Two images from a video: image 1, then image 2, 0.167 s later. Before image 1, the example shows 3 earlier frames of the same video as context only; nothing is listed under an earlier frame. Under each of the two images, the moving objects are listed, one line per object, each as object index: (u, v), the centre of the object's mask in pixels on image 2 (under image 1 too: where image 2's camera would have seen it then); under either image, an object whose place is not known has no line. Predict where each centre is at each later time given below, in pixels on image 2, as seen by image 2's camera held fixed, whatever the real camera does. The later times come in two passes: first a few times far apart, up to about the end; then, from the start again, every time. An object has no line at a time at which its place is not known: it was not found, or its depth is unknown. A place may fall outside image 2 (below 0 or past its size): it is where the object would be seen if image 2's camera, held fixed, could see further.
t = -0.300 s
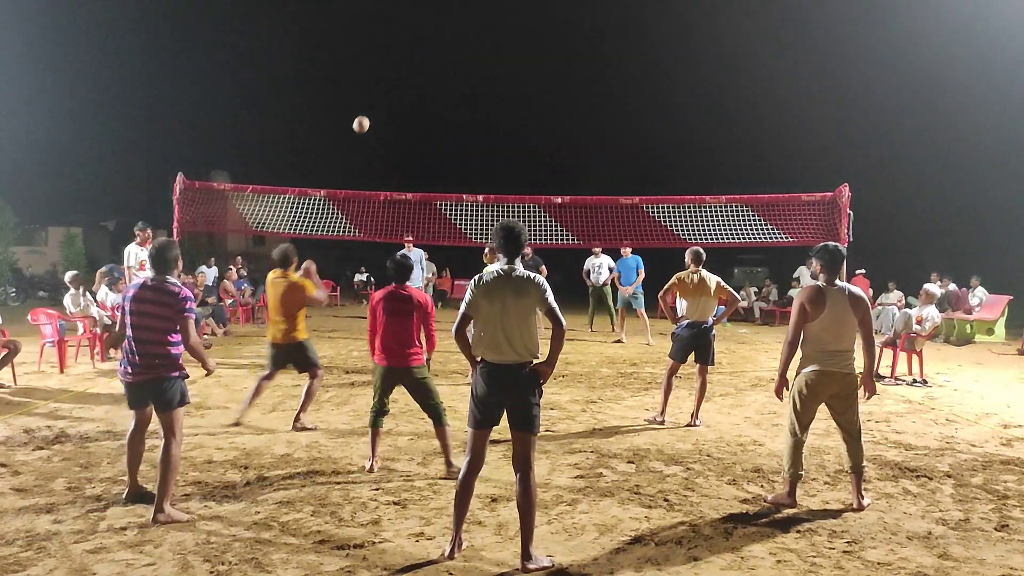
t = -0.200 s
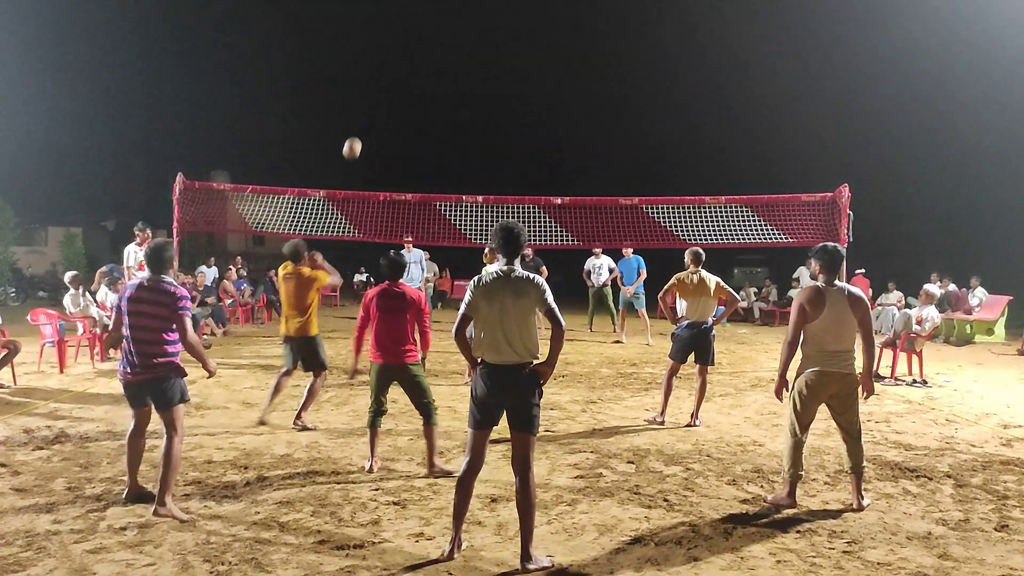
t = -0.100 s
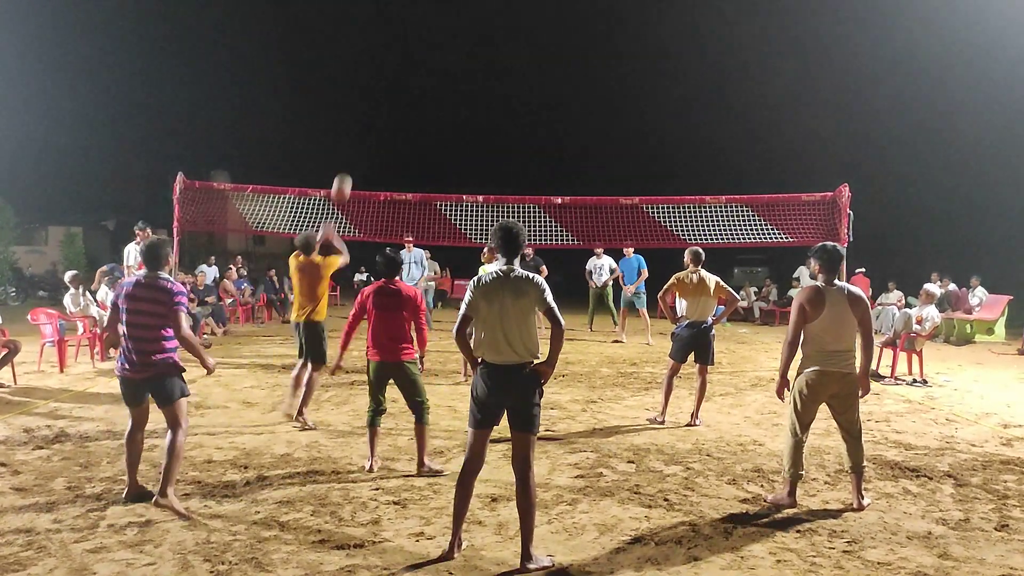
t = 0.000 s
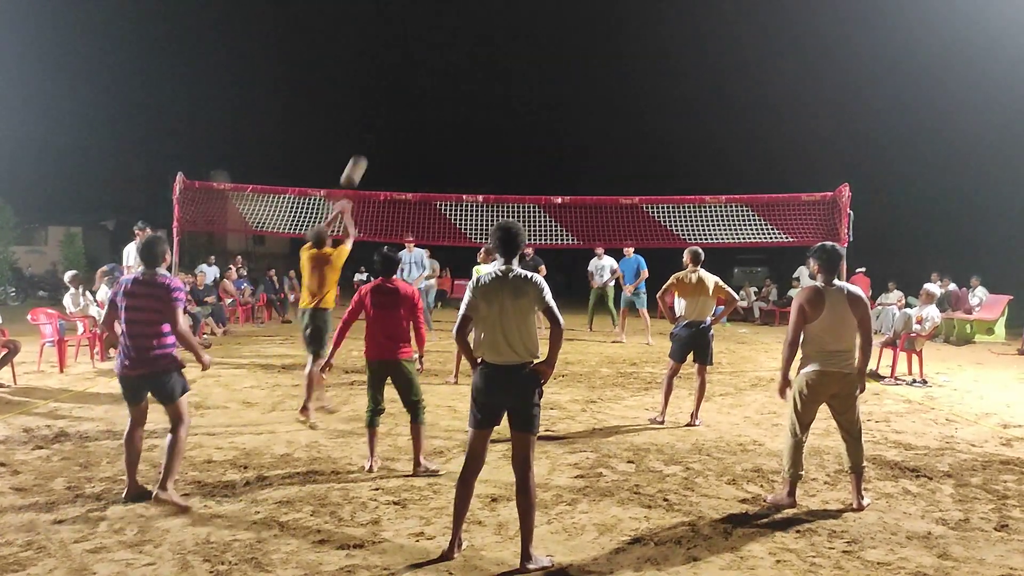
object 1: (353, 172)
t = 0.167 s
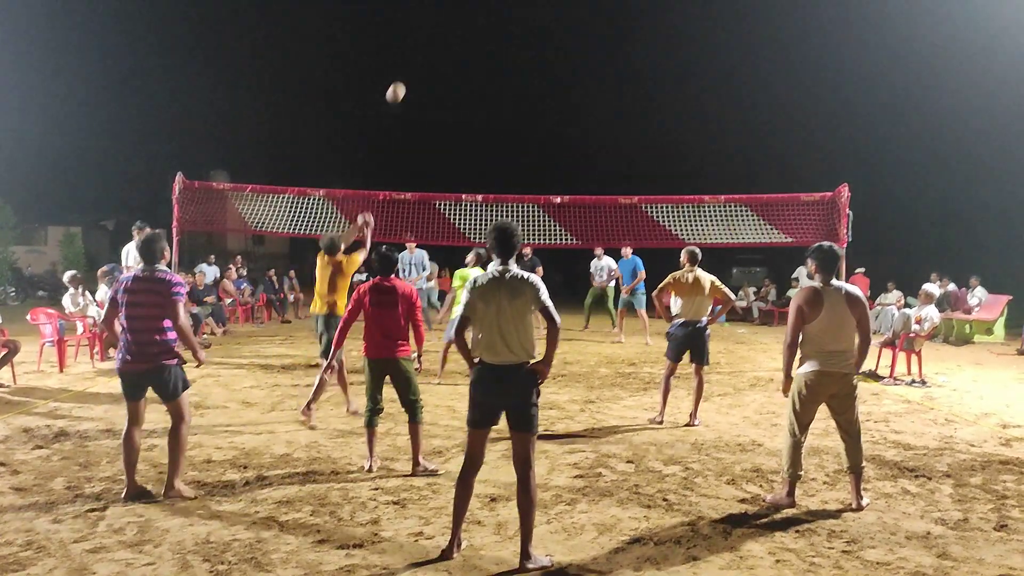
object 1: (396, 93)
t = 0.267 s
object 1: (417, 65)
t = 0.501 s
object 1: (456, 41)
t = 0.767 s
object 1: (489, 63)
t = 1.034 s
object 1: (515, 120)
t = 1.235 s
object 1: (531, 178)
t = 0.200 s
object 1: (403, 82)
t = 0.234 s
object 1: (410, 73)
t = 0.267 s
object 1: (417, 65)
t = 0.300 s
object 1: (423, 58)
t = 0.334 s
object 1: (429, 53)
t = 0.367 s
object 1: (435, 48)
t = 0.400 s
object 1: (441, 45)
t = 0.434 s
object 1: (446, 43)
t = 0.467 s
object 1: (451, 42)
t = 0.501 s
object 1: (456, 41)
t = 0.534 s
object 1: (461, 41)
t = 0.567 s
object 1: (465, 42)
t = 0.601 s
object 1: (470, 44)
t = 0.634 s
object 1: (474, 47)
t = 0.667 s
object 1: (478, 50)
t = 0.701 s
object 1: (482, 54)
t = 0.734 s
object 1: (486, 58)
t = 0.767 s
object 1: (489, 63)
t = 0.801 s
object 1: (493, 69)
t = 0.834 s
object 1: (497, 75)
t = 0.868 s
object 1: (500, 81)
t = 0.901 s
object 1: (503, 88)
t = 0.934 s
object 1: (506, 95)
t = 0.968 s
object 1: (509, 103)
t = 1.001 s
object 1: (512, 111)
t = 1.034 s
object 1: (515, 120)
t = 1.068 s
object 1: (518, 129)
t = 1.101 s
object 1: (521, 138)
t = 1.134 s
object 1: (523, 147)
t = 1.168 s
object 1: (526, 157)
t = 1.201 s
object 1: (528, 167)
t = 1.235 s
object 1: (531, 178)
